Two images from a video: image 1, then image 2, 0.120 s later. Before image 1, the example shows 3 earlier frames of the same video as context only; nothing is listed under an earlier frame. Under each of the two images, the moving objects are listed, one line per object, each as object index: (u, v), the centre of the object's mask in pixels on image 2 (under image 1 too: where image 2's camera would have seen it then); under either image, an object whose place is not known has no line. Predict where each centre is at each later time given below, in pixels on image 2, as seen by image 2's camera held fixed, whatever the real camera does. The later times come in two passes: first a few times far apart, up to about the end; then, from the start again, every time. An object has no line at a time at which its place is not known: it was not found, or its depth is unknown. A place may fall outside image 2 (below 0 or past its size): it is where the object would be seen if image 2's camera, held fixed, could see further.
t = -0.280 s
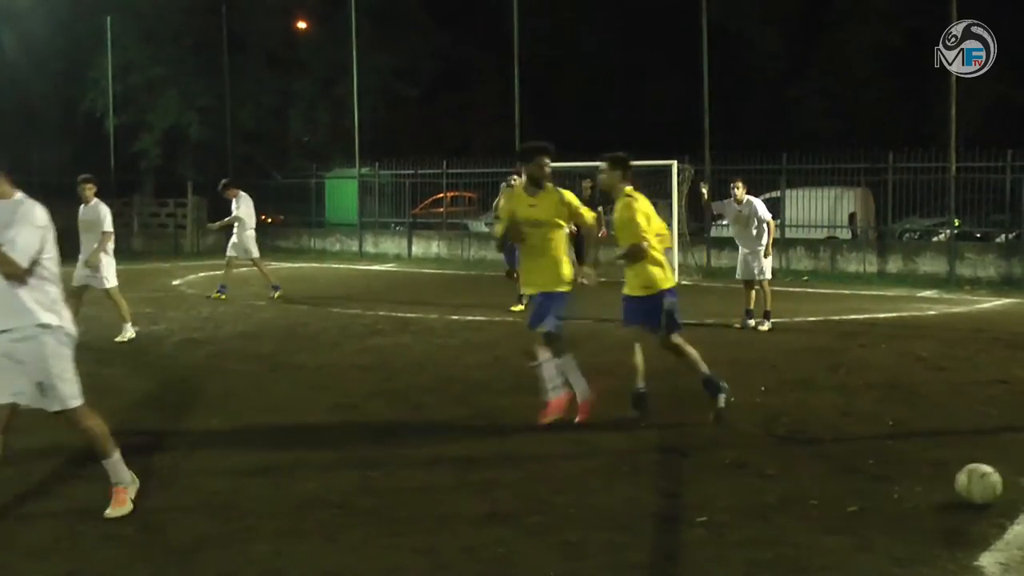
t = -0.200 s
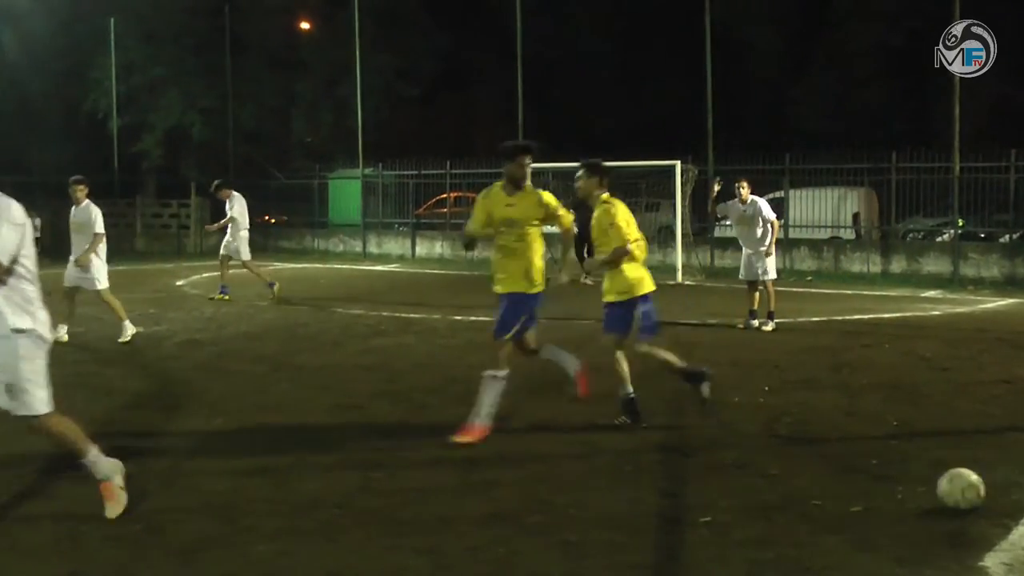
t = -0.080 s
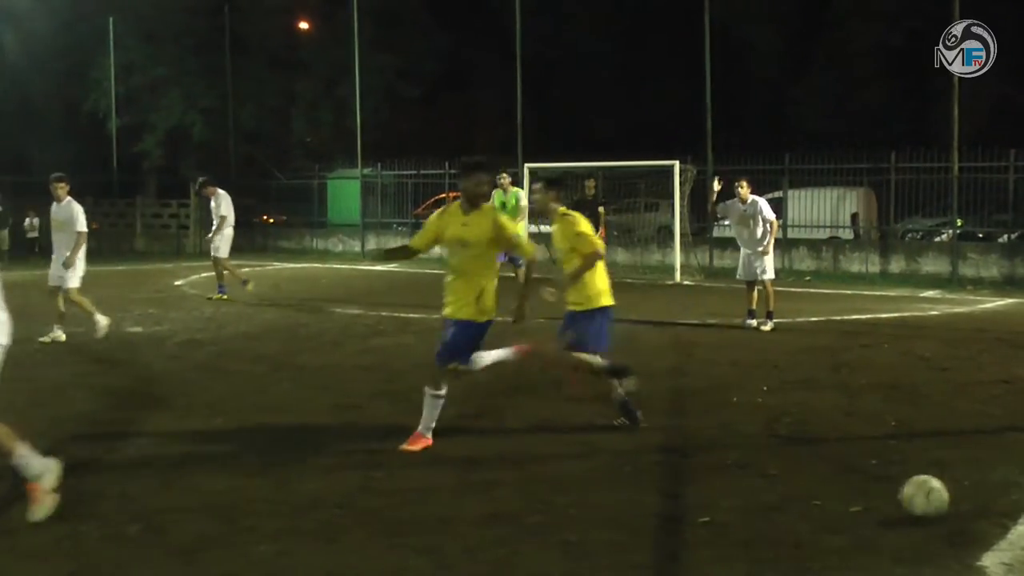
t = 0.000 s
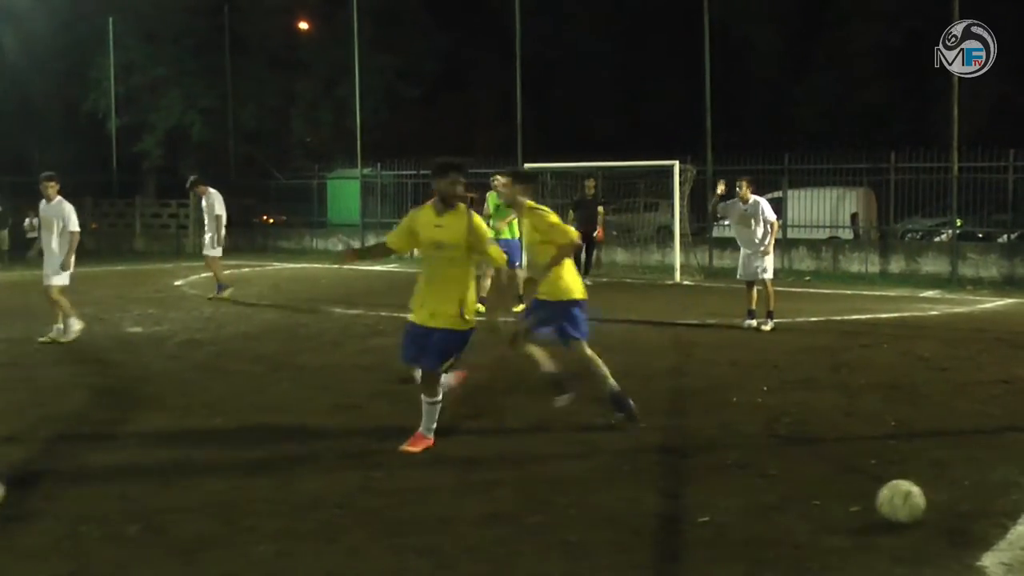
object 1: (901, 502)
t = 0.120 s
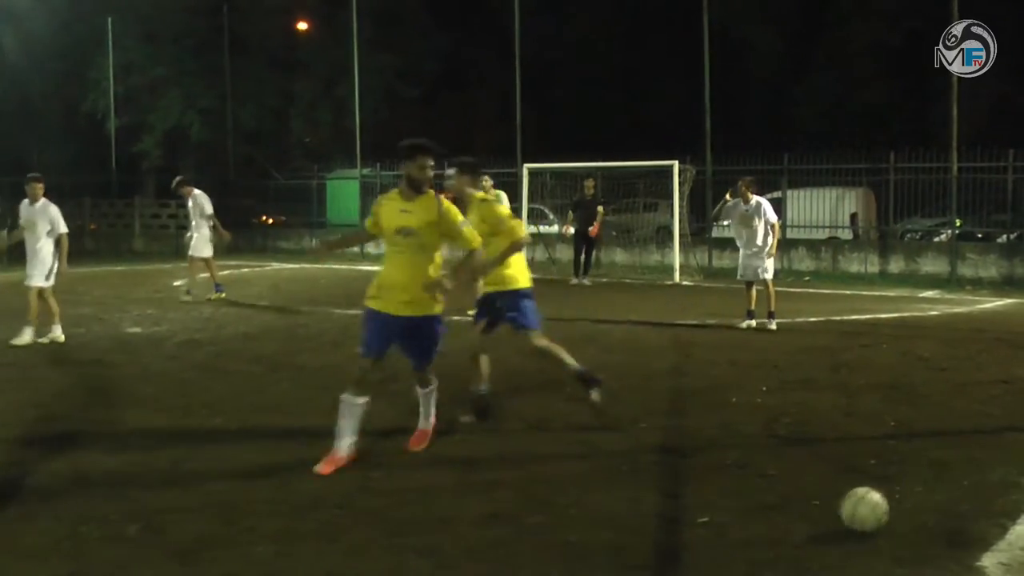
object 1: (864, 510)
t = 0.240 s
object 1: (828, 519)
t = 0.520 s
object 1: (738, 539)
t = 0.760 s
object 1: (651, 552)
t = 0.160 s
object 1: (852, 512)
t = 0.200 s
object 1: (840, 515)
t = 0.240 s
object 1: (828, 519)
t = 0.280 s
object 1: (816, 520)
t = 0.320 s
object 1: (803, 524)
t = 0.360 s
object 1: (791, 527)
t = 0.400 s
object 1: (779, 531)
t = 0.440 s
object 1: (766, 532)
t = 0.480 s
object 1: (752, 536)
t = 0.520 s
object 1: (738, 539)
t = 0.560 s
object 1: (723, 542)
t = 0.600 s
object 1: (708, 544)
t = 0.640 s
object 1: (694, 547)
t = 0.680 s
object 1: (679, 549)
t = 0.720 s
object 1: (666, 550)
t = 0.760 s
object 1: (651, 552)
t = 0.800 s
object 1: (636, 554)
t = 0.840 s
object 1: (620, 555)
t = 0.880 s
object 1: (606, 556)
